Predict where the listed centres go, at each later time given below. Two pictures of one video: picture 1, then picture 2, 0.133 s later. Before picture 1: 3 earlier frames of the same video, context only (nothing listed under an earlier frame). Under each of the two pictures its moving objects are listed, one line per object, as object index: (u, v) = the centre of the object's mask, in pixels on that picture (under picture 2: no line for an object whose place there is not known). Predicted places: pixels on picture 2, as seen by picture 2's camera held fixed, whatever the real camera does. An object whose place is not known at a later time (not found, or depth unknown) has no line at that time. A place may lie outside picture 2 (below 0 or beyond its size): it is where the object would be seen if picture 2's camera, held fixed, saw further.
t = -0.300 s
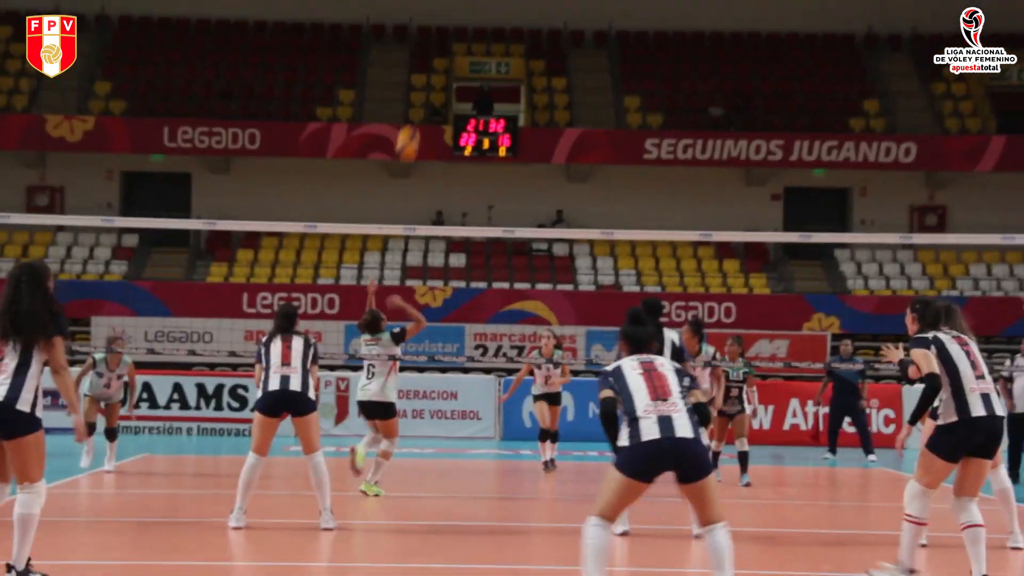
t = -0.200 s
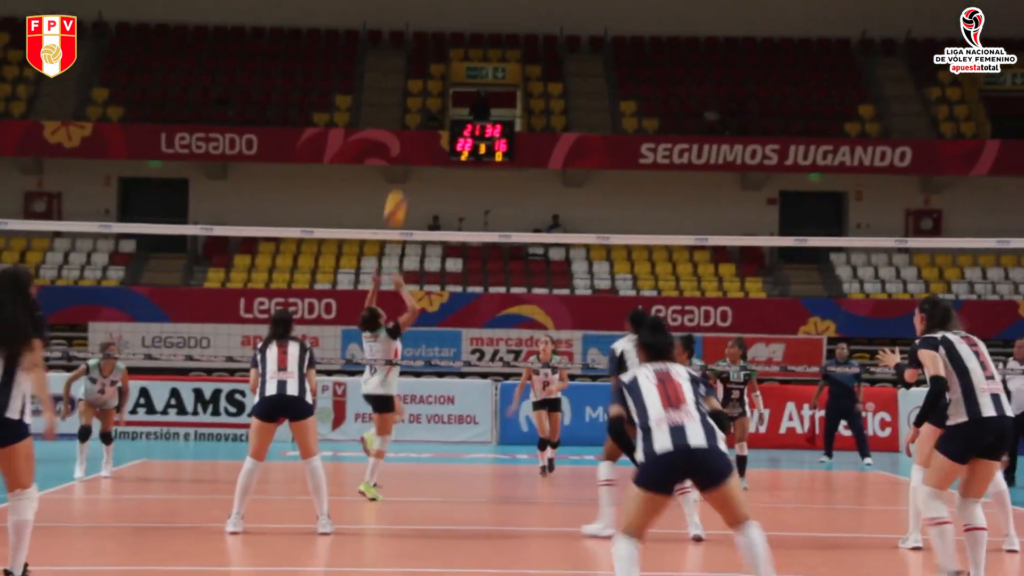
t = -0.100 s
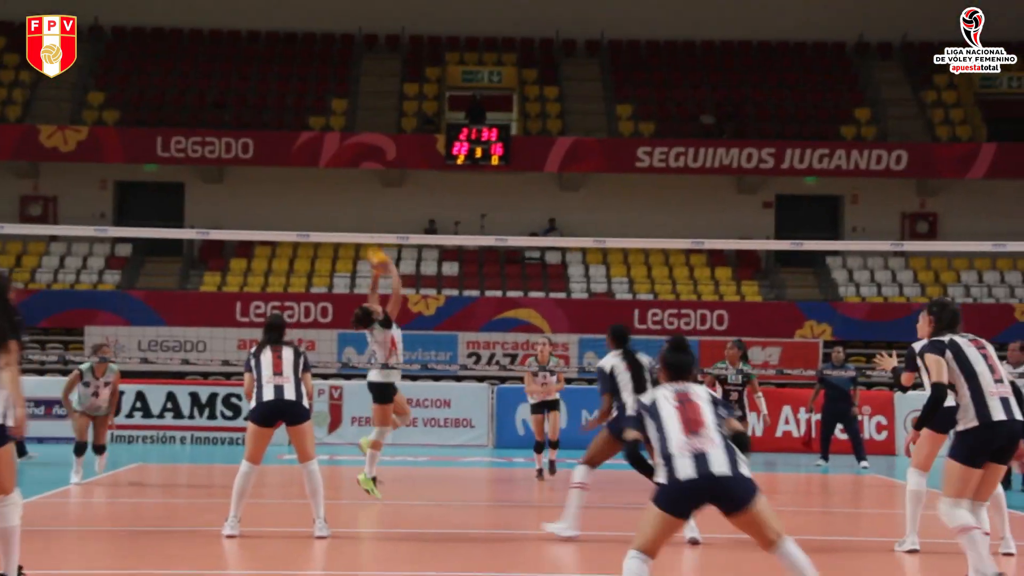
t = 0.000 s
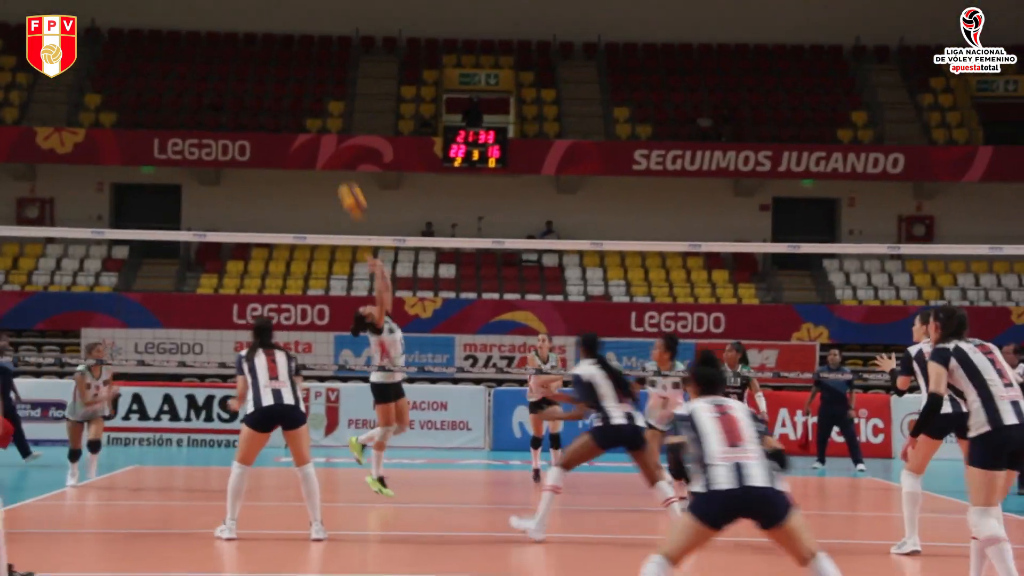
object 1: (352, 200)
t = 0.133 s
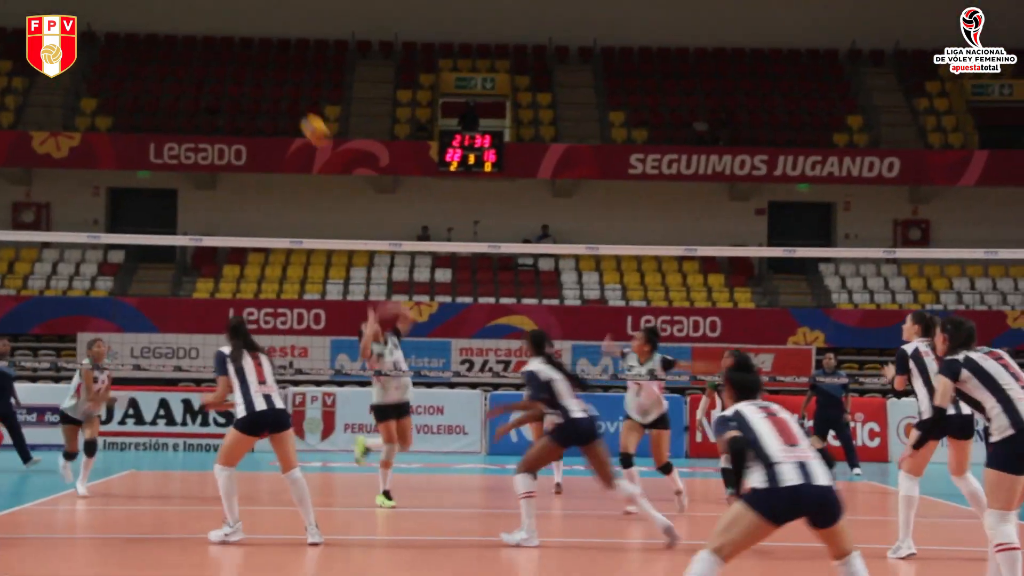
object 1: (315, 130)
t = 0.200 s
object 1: (295, 101)
